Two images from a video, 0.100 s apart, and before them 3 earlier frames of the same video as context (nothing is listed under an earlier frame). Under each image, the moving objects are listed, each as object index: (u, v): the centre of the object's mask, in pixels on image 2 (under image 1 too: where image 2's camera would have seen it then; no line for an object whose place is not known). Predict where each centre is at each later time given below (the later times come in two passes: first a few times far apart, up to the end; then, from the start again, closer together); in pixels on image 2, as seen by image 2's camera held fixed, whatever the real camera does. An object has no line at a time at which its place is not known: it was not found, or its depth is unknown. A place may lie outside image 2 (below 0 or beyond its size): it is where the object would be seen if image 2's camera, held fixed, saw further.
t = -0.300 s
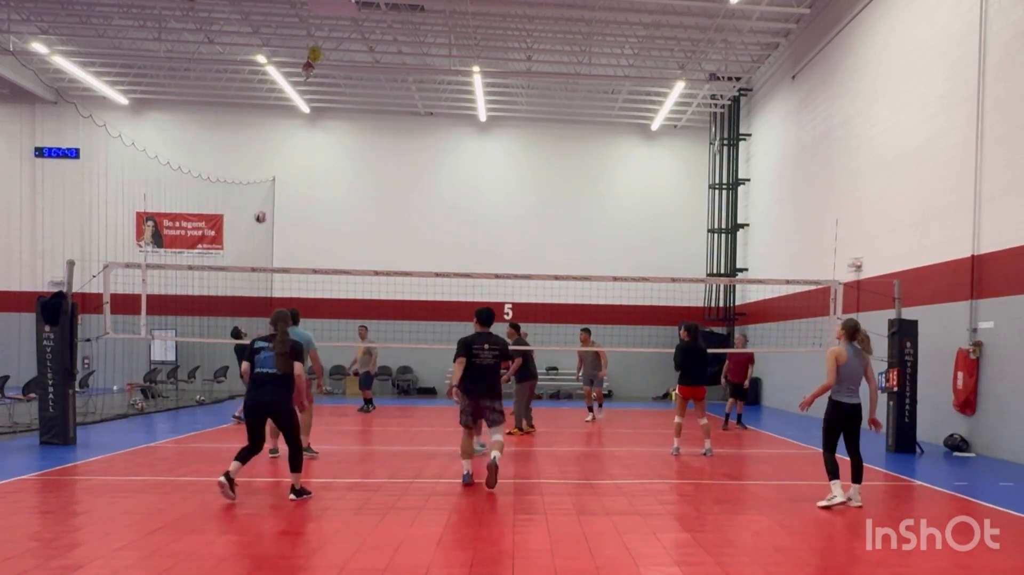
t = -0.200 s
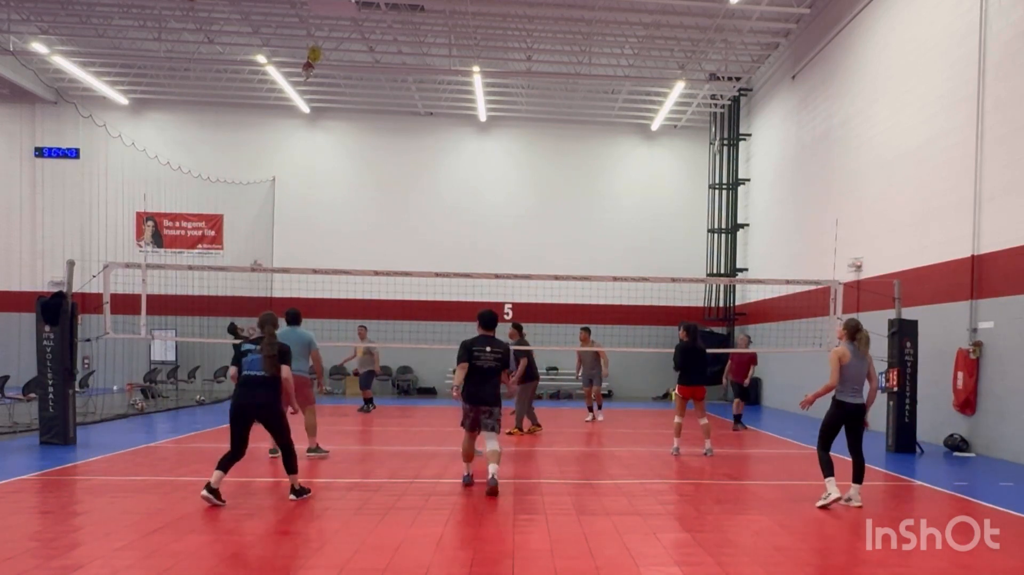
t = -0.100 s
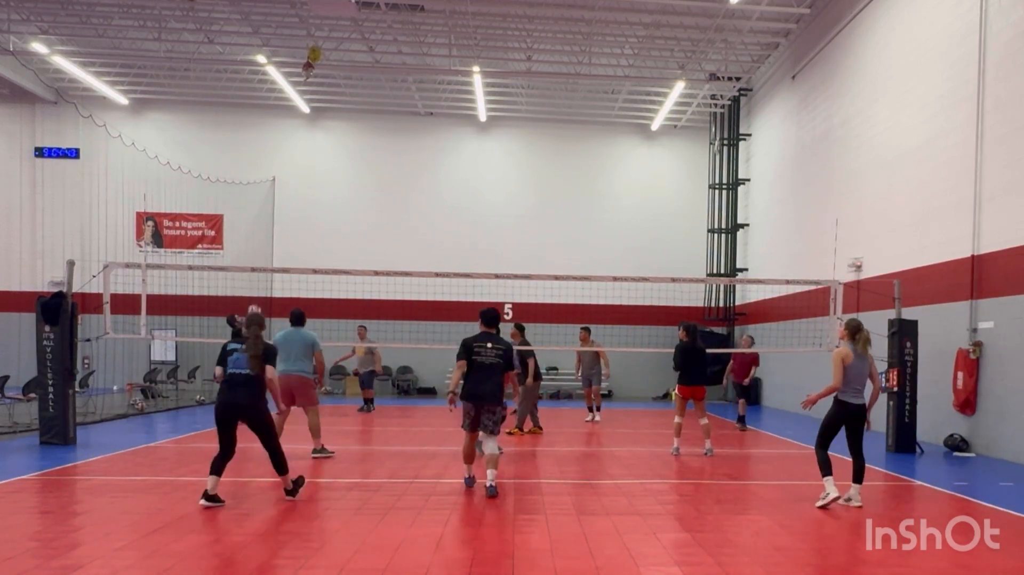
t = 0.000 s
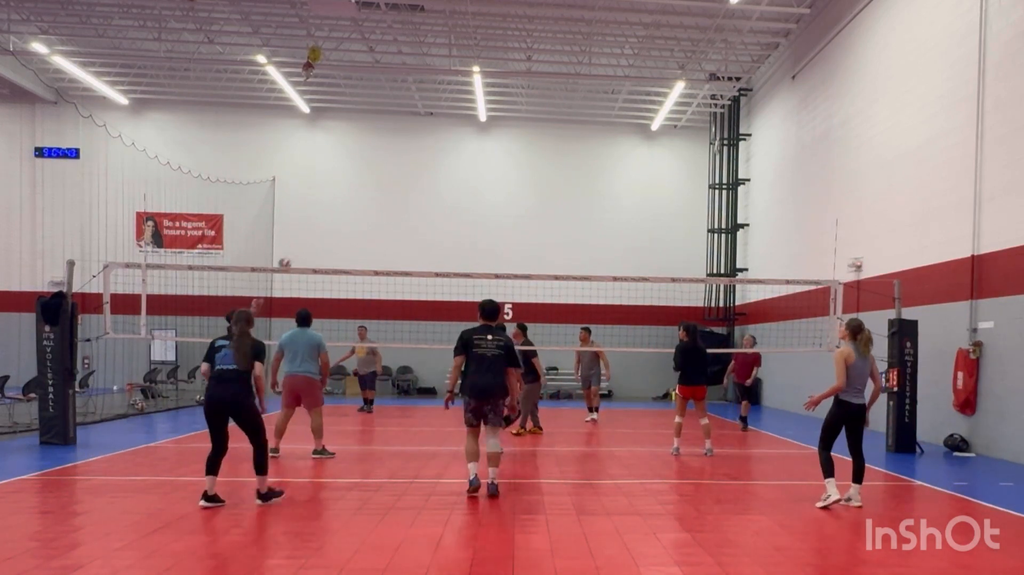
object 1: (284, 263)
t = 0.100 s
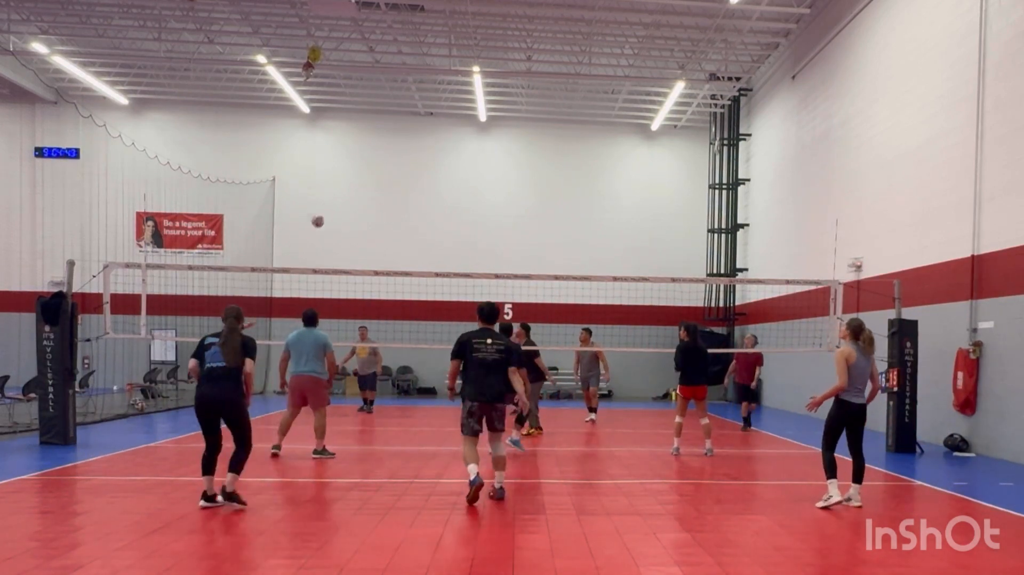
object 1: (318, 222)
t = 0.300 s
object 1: (383, 155)
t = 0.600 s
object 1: (479, 102)
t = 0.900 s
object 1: (572, 105)
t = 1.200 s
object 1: (663, 162)
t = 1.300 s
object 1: (692, 193)
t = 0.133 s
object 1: (329, 208)
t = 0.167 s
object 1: (339, 196)
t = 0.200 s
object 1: (350, 185)
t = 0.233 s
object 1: (361, 174)
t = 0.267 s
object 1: (372, 164)
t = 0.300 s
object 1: (383, 155)
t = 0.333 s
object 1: (394, 146)
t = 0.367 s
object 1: (405, 138)
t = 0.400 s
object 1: (416, 132)
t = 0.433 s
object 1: (427, 124)
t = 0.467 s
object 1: (437, 118)
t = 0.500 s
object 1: (448, 113)
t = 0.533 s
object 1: (458, 109)
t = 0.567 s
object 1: (469, 105)
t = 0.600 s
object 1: (479, 102)
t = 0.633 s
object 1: (490, 99)
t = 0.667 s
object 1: (501, 98)
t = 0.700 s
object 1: (511, 97)
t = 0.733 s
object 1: (522, 98)
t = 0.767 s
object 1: (531, 97)
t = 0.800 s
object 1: (542, 98)
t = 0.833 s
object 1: (552, 100)
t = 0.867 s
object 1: (563, 102)
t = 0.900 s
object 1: (572, 105)
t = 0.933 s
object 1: (583, 109)
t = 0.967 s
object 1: (593, 113)
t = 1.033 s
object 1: (613, 124)
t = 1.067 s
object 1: (624, 130)
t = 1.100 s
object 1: (633, 136)
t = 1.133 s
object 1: (643, 145)
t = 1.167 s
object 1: (653, 152)
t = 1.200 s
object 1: (663, 162)
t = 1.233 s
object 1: (673, 172)
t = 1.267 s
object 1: (683, 182)
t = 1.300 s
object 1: (692, 193)
